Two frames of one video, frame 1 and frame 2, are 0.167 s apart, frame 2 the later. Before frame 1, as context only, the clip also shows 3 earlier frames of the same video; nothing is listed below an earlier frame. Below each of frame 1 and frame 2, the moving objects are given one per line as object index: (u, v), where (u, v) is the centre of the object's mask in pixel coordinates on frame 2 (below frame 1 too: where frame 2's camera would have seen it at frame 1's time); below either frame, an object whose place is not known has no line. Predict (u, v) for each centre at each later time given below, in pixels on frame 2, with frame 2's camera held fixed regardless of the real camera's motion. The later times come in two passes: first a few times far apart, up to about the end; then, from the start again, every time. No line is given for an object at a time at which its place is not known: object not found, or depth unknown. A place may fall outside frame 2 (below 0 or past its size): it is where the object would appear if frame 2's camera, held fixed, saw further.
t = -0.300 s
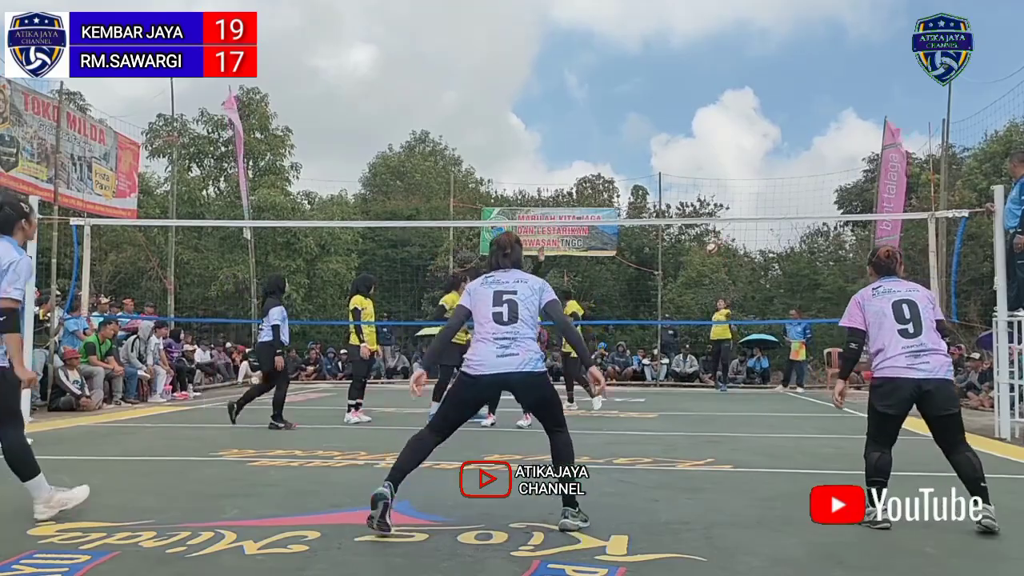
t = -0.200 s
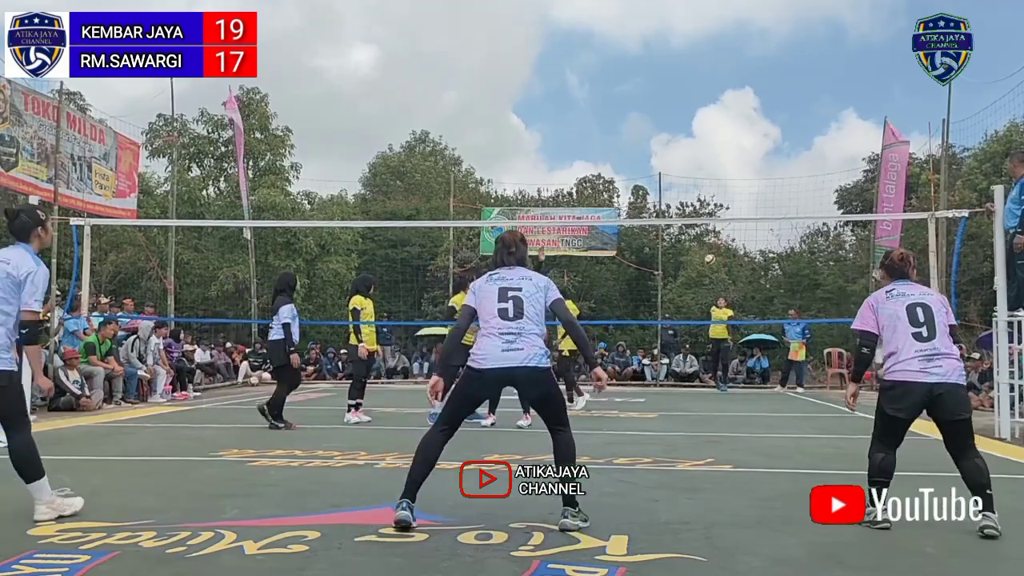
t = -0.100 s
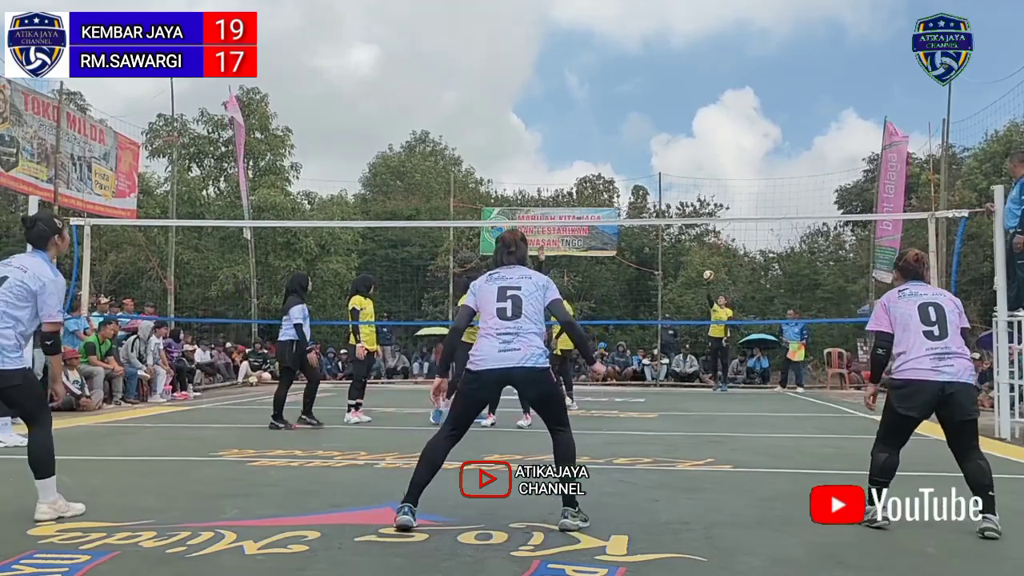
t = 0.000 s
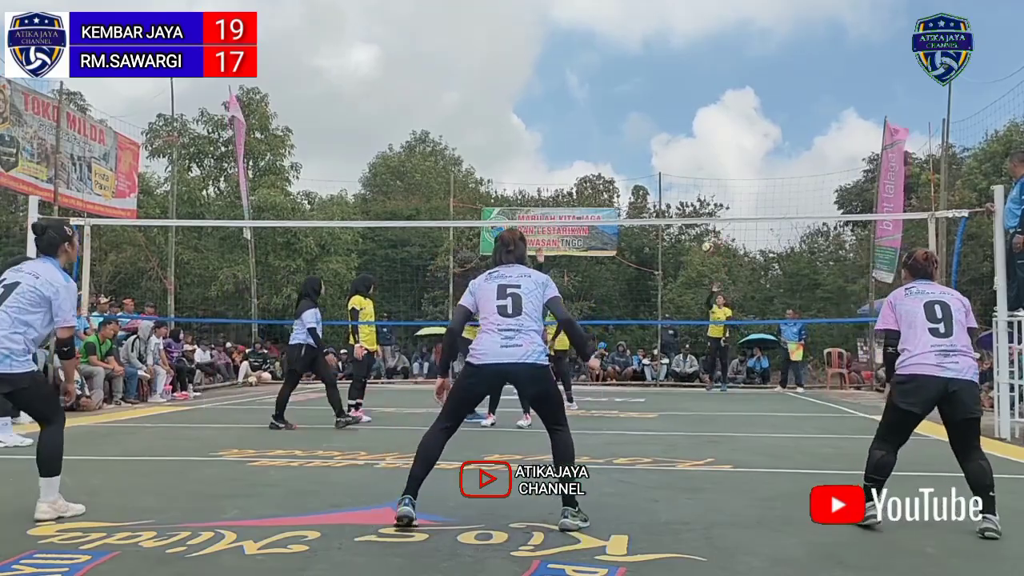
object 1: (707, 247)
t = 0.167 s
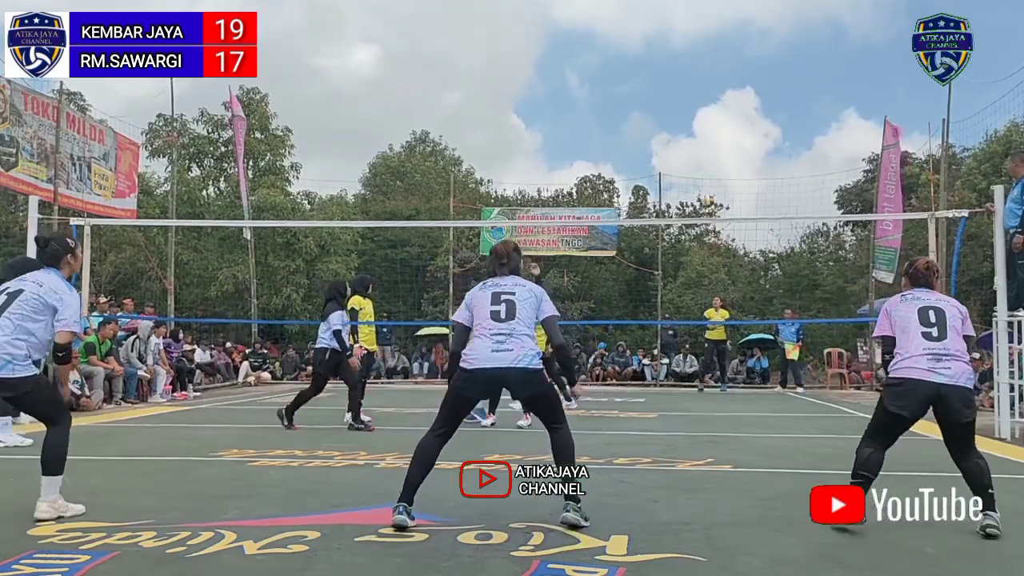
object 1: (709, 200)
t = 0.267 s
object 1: (708, 176)
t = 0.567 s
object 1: (712, 118)
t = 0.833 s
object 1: (719, 107)
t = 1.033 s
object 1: (736, 164)
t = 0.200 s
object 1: (708, 192)
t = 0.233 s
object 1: (708, 184)
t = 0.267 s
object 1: (708, 176)
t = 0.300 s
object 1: (708, 168)
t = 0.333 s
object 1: (708, 160)
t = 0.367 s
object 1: (709, 153)
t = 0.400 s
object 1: (709, 146)
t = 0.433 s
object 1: (710, 139)
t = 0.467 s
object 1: (711, 133)
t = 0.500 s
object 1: (711, 128)
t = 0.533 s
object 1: (711, 122)
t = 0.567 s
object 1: (712, 118)
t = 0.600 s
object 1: (712, 114)
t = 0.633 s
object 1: (713, 110)
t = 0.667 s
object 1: (714, 107)
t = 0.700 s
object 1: (715, 105)
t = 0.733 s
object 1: (715, 104)
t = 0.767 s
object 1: (717, 103)
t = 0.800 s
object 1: (718, 104)
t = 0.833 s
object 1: (719, 107)
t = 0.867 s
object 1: (721, 110)
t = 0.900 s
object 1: (723, 116)
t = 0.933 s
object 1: (726, 123)
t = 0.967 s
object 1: (728, 134)
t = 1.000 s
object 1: (732, 147)
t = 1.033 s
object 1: (736, 164)
